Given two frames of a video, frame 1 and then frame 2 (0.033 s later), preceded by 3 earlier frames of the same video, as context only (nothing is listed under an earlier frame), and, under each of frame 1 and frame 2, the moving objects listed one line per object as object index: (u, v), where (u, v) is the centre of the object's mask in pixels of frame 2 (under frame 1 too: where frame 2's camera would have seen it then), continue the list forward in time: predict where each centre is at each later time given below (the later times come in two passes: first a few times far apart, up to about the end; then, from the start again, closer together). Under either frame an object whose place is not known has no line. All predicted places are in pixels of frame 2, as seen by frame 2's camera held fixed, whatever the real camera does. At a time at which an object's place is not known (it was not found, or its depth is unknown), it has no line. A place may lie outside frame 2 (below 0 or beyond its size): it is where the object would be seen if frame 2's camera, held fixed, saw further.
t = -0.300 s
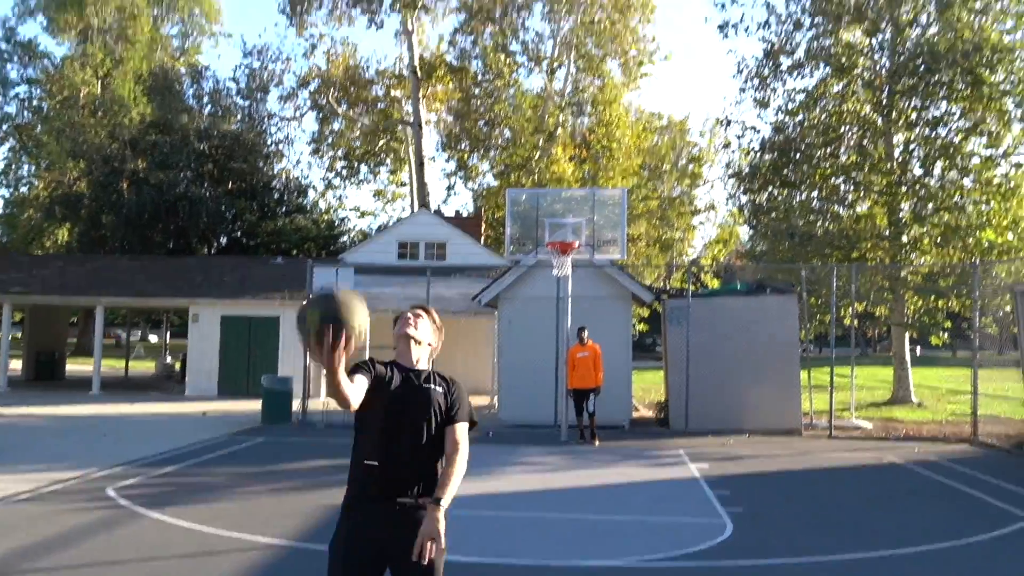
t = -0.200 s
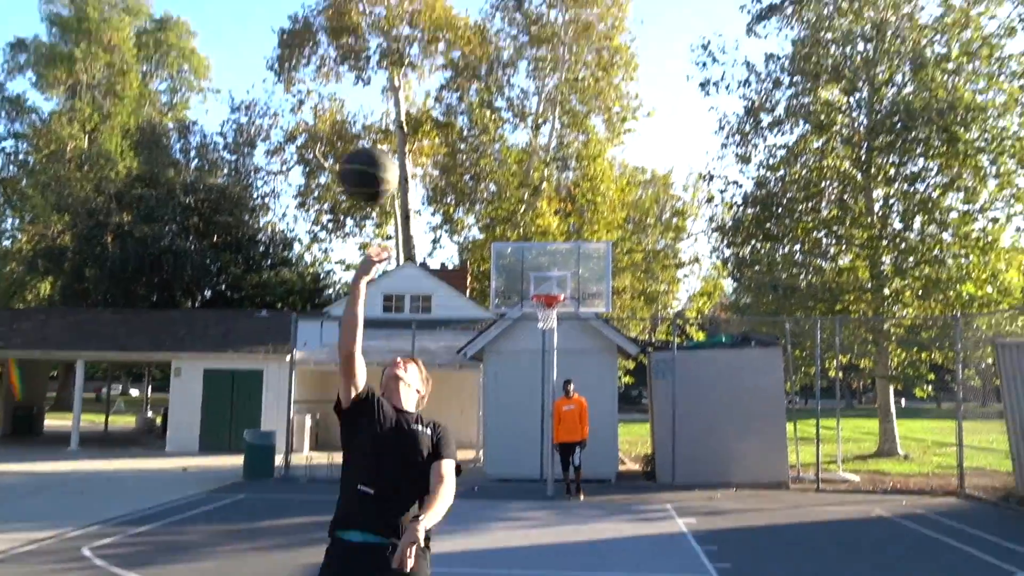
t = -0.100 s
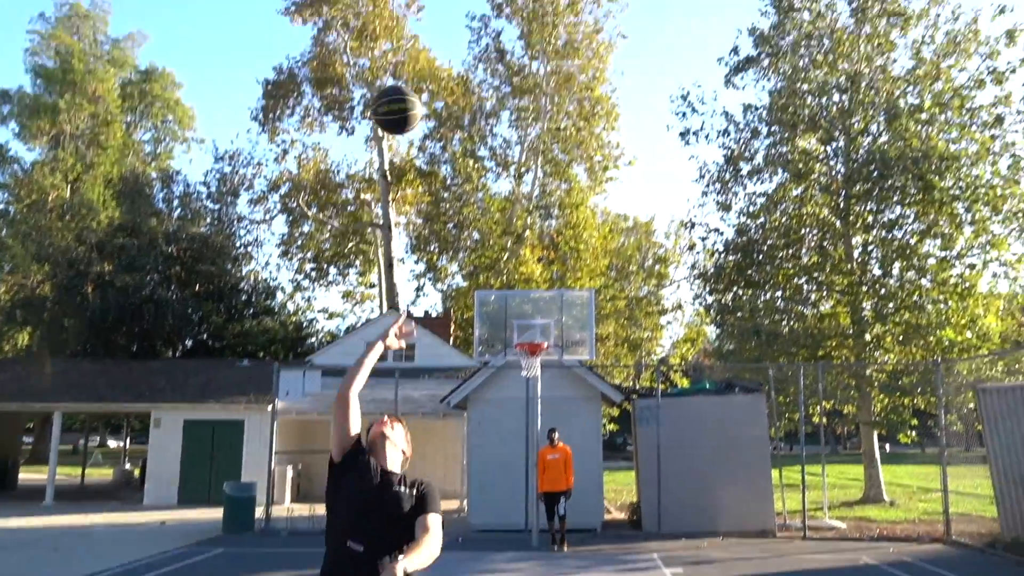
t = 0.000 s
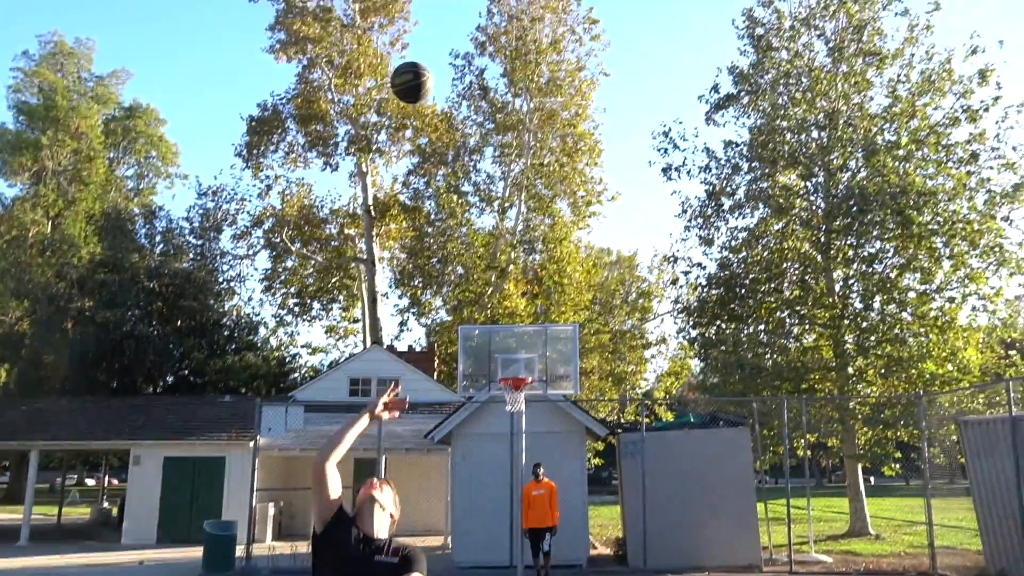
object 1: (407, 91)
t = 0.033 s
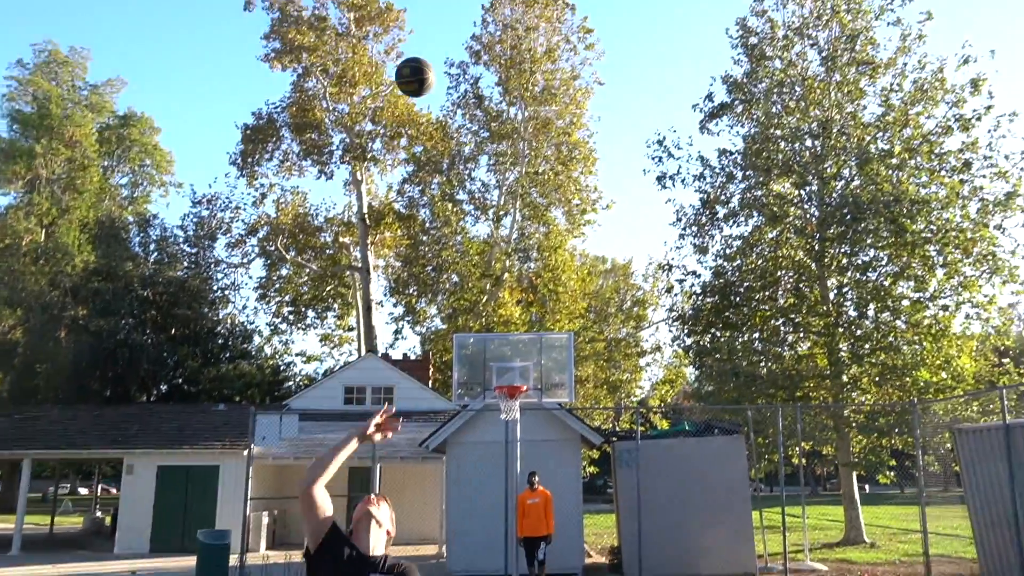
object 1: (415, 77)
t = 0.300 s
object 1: (458, 40)
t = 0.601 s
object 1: (486, 84)
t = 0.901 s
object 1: (506, 178)
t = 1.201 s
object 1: (520, 308)
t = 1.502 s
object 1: (583, 412)
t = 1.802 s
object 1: (727, 533)
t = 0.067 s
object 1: (422, 66)
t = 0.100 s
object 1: (428, 57)
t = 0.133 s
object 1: (435, 50)
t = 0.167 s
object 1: (440, 45)
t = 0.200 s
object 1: (445, 42)
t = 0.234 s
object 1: (449, 39)
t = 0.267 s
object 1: (454, 39)
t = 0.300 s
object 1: (458, 40)
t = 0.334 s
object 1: (462, 41)
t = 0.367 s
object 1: (465, 44)
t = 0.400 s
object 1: (469, 47)
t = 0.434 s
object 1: (472, 51)
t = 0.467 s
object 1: (476, 56)
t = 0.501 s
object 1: (478, 62)
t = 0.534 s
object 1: (481, 69)
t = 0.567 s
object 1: (484, 76)
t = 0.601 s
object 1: (486, 84)
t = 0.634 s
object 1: (489, 93)
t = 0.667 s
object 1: (491, 101)
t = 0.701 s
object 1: (494, 110)
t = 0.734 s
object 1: (496, 120)
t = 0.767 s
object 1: (499, 131)
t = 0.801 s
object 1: (501, 142)
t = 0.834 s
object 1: (502, 154)
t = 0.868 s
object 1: (504, 166)
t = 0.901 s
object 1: (506, 178)
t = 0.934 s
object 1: (508, 191)
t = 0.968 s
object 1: (510, 204)
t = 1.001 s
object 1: (511, 219)
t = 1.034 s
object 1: (512, 232)
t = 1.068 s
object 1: (514, 247)
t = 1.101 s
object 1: (515, 261)
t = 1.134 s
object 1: (517, 277)
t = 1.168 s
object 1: (519, 292)
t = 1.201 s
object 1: (520, 308)
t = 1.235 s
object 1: (521, 324)
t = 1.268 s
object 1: (520, 342)
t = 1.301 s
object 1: (521, 359)
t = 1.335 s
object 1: (522, 376)
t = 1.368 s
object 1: (528, 387)
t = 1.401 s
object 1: (541, 392)
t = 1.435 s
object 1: (554, 398)
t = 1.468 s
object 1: (570, 404)
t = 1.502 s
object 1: (583, 412)
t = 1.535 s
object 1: (599, 422)
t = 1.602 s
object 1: (629, 441)
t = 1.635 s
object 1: (644, 454)
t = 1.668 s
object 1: (660, 467)
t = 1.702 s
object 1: (676, 482)
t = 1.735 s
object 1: (693, 498)
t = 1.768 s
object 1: (710, 514)
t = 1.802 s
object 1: (727, 533)
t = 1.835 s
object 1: (745, 553)
